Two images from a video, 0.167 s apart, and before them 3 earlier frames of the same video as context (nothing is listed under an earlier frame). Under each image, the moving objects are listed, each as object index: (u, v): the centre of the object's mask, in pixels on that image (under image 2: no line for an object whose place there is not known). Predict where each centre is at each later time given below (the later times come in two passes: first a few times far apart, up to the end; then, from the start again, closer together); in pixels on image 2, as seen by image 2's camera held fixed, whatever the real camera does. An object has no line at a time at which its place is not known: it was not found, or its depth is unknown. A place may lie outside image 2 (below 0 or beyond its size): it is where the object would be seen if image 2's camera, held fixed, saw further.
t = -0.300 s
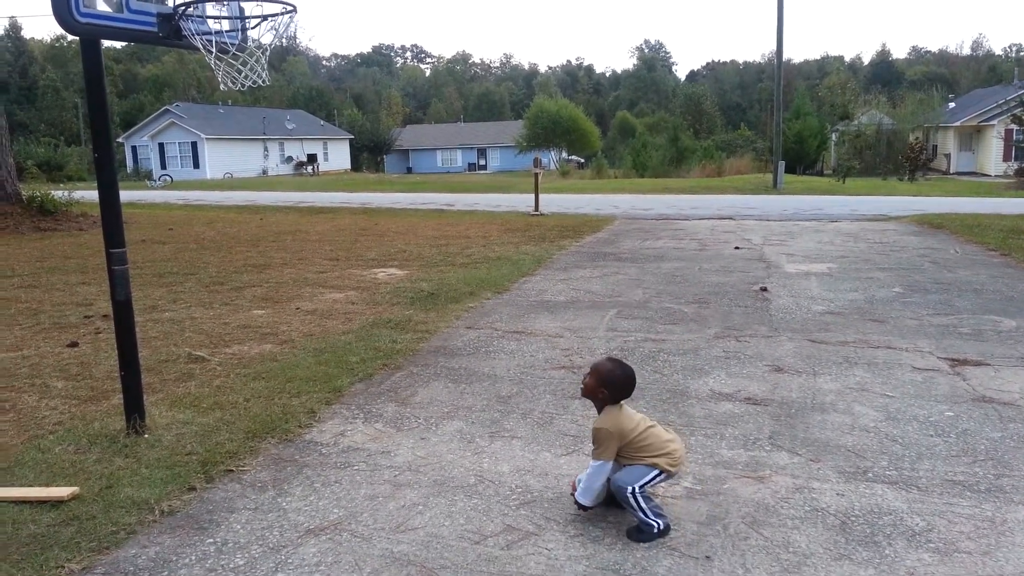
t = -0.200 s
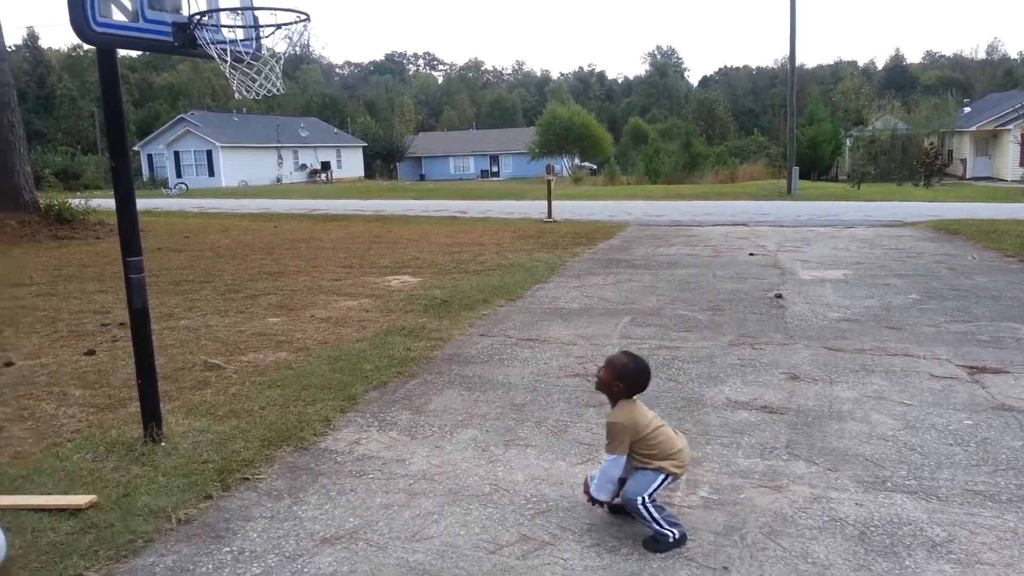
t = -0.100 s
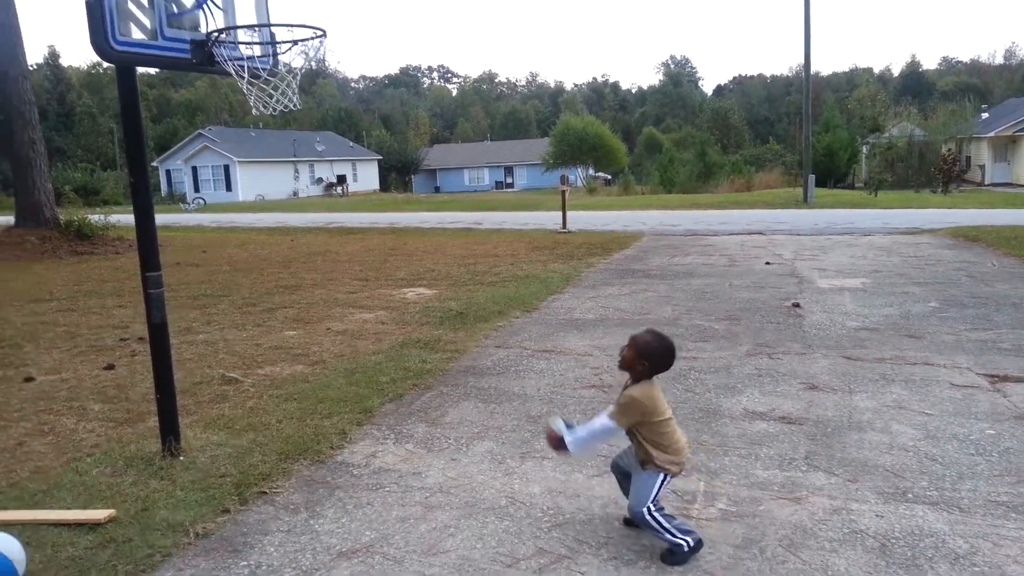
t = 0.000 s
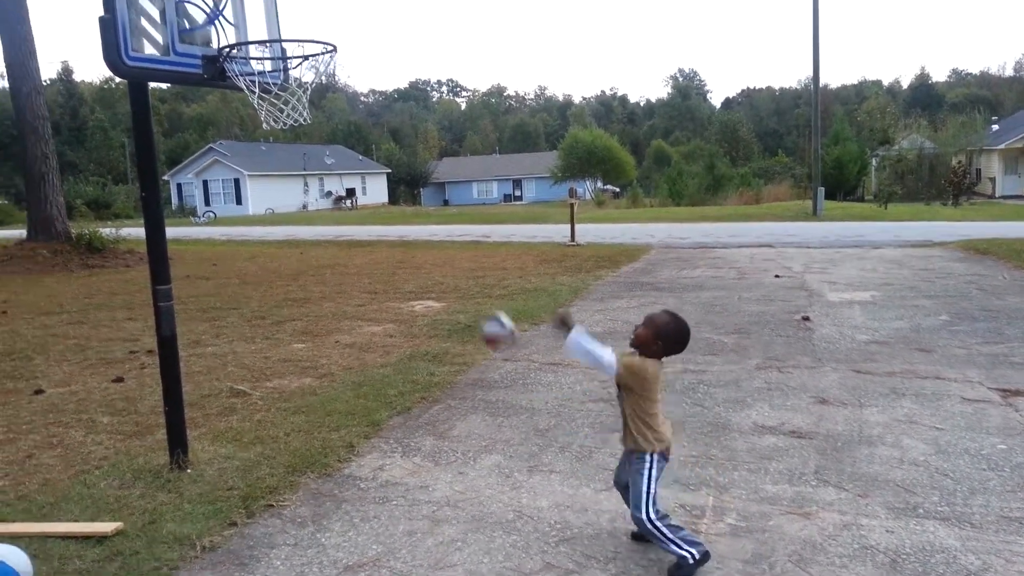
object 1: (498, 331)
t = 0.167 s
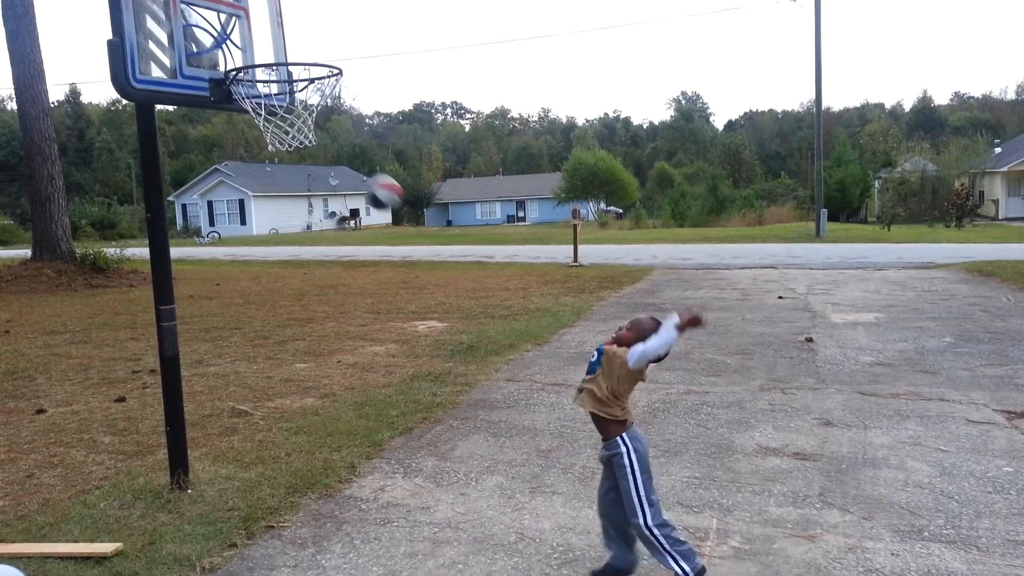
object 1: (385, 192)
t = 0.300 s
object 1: (290, 114)
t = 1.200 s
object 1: (240, 560)
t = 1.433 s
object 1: (260, 571)
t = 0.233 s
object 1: (338, 147)
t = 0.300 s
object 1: (290, 114)
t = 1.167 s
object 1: (239, 563)
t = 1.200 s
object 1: (240, 560)
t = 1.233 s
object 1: (241, 557)
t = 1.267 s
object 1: (244, 551)
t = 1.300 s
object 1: (246, 550)
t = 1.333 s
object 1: (249, 552)
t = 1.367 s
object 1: (253, 557)
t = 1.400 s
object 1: (256, 564)
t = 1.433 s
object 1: (260, 571)
